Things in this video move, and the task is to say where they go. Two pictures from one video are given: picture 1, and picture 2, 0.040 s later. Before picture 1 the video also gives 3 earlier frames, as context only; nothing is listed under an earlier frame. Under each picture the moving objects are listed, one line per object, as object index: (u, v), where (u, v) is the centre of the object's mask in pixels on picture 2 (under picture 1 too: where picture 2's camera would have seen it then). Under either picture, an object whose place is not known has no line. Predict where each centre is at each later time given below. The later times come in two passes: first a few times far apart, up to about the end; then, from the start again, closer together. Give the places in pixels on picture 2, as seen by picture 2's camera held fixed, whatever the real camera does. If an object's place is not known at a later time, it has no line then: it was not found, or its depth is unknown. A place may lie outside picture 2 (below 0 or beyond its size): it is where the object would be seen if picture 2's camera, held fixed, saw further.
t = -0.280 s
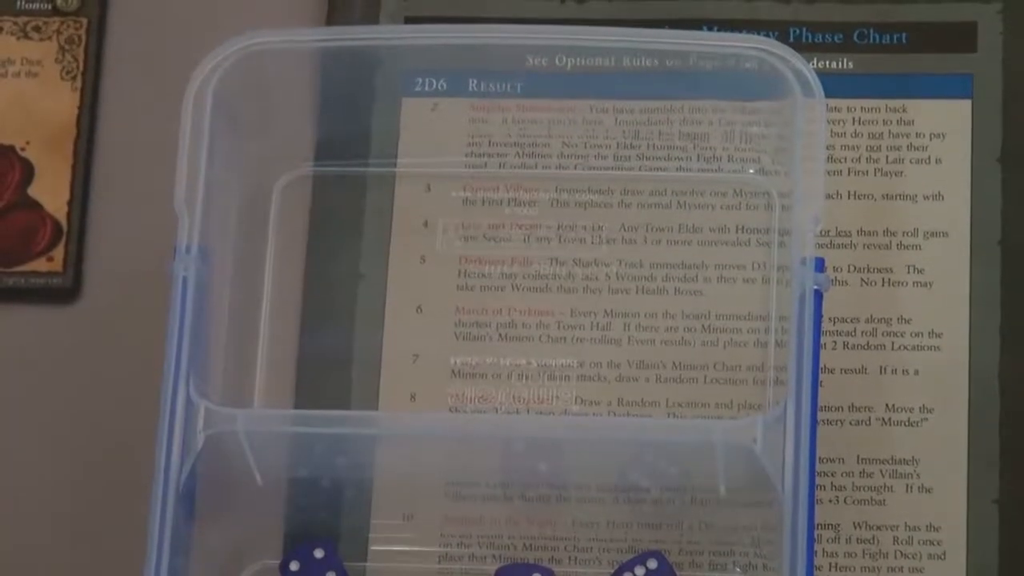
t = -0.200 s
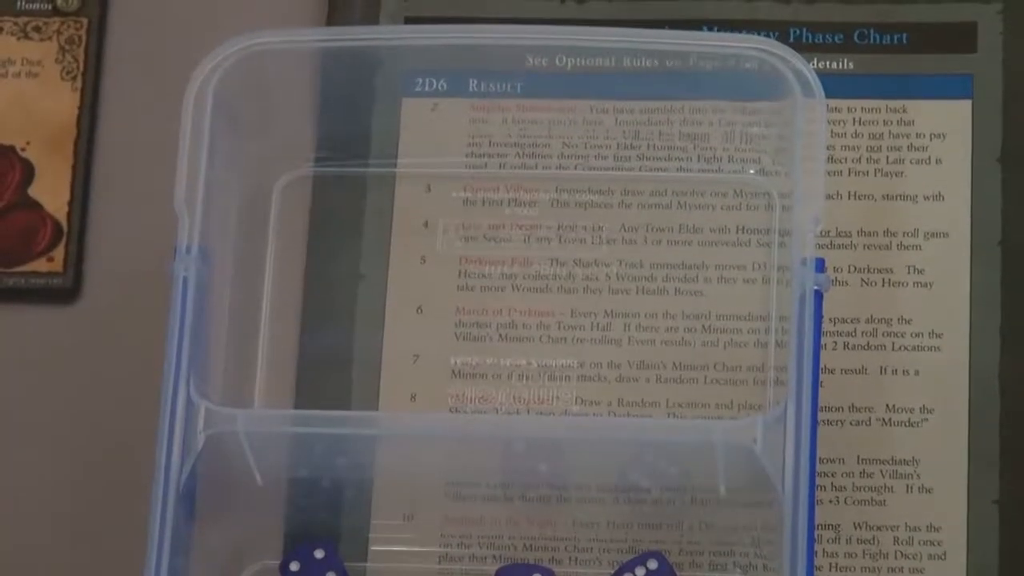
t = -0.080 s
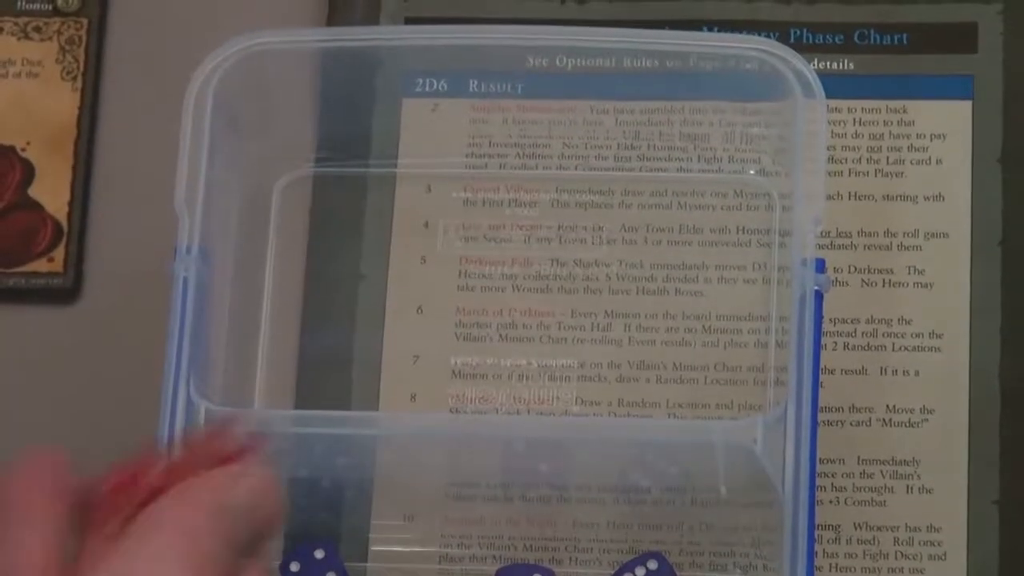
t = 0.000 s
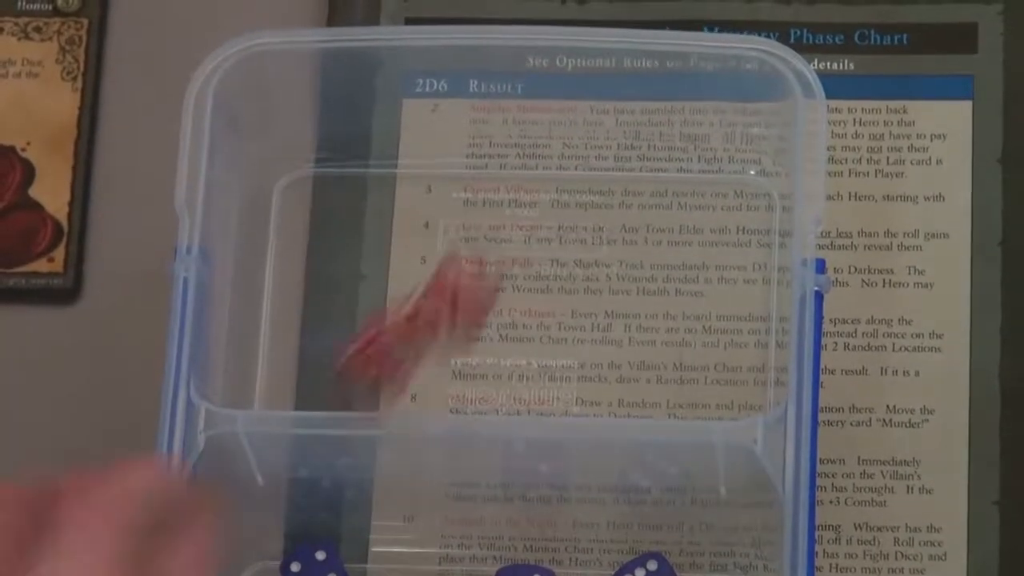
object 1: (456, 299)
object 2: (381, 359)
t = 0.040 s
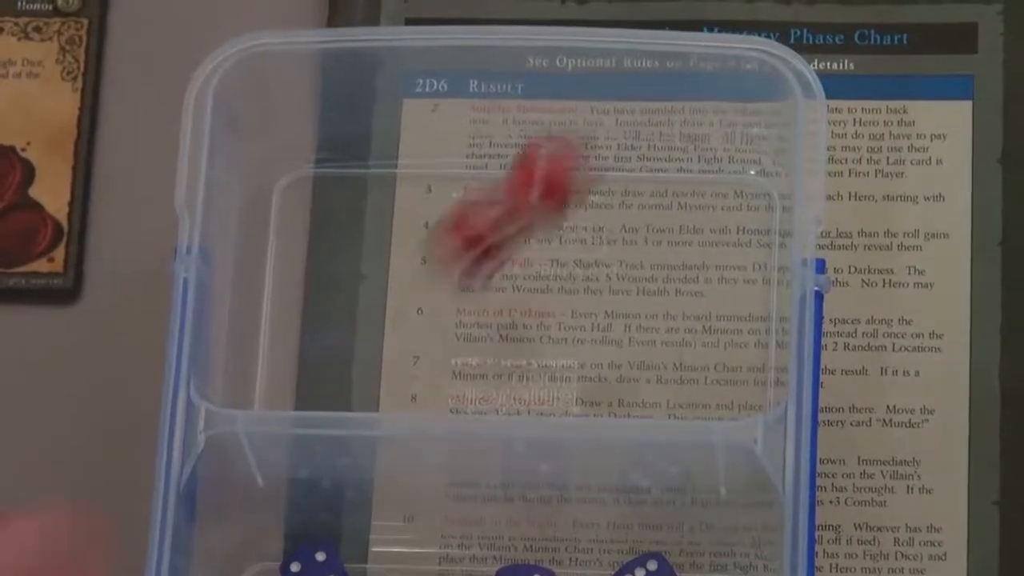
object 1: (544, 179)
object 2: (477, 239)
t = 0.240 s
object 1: (747, 205)
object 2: (749, 302)
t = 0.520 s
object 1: (696, 189)
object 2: (640, 402)
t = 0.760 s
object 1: (686, 202)
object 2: (649, 402)
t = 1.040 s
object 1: (687, 202)
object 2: (647, 402)
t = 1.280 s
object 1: (687, 203)
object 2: (647, 402)
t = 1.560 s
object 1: (687, 203)
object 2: (647, 402)
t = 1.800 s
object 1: (687, 202)
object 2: (647, 402)
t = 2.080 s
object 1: (687, 202)
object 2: (647, 402)
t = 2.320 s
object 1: (687, 202)
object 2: (647, 402)
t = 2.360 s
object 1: (687, 202)
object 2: (647, 402)
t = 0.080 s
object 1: (637, 89)
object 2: (564, 161)
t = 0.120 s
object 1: (719, 74)
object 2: (613, 153)
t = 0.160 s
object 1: (755, 122)
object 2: (666, 172)
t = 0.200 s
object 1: (741, 165)
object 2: (696, 232)
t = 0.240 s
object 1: (747, 205)
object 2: (749, 302)
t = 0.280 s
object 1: (748, 216)
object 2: (722, 344)
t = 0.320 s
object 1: (745, 210)
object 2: (698, 381)
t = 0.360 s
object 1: (744, 211)
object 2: (677, 404)
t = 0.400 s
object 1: (740, 197)
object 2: (655, 405)
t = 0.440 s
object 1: (729, 177)
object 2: (648, 403)
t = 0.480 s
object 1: (715, 176)
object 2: (638, 401)
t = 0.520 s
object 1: (696, 189)
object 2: (640, 402)
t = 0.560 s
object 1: (688, 200)
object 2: (638, 403)
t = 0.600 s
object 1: (688, 202)
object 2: (641, 404)
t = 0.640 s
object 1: (687, 202)
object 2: (646, 404)
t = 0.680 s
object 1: (686, 202)
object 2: (645, 403)
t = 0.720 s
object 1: (686, 202)
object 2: (648, 402)
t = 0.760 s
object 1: (686, 202)
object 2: (649, 402)
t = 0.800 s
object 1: (687, 202)
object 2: (645, 401)
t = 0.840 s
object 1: (687, 202)
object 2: (644, 401)
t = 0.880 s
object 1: (687, 202)
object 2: (647, 403)
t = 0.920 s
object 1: (687, 202)
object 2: (648, 404)
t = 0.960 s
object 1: (687, 202)
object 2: (648, 403)
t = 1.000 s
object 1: (687, 202)
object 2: (646, 402)
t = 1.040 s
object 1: (687, 202)
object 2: (647, 402)
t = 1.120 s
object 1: (687, 202)
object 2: (647, 402)
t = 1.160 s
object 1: (687, 202)
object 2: (647, 402)
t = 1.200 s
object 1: (687, 202)
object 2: (647, 402)
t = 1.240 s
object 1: (687, 202)
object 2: (647, 402)
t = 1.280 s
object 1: (687, 203)
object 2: (647, 402)
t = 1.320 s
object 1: (687, 203)
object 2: (647, 402)
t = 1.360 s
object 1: (687, 203)
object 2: (647, 402)
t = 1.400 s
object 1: (687, 203)
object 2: (647, 402)
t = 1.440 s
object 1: (687, 203)
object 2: (647, 402)
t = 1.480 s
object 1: (687, 203)
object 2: (647, 402)
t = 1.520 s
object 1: (687, 203)
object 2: (647, 402)
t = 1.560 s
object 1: (687, 203)
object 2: (647, 402)
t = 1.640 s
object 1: (687, 203)
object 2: (647, 402)
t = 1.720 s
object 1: (687, 202)
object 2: (647, 402)
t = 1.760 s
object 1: (687, 202)
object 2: (647, 402)
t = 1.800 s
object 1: (687, 202)
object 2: (647, 402)
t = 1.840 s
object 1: (687, 202)
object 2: (647, 402)
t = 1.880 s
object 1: (687, 202)
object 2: (647, 402)
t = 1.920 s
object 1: (687, 202)
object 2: (647, 402)
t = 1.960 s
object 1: (687, 202)
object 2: (647, 402)
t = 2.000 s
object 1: (687, 202)
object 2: (647, 402)
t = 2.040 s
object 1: (687, 203)
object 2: (647, 402)
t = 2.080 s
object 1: (687, 202)
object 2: (647, 402)
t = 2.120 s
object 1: (687, 202)
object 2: (647, 402)
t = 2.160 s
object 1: (687, 202)
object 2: (647, 402)
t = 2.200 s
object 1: (687, 202)
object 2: (647, 402)
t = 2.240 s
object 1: (687, 202)
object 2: (647, 402)
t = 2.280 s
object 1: (687, 202)
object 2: (647, 402)
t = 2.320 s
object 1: (687, 202)
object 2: (647, 402)
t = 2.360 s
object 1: (687, 202)
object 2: (647, 402)
